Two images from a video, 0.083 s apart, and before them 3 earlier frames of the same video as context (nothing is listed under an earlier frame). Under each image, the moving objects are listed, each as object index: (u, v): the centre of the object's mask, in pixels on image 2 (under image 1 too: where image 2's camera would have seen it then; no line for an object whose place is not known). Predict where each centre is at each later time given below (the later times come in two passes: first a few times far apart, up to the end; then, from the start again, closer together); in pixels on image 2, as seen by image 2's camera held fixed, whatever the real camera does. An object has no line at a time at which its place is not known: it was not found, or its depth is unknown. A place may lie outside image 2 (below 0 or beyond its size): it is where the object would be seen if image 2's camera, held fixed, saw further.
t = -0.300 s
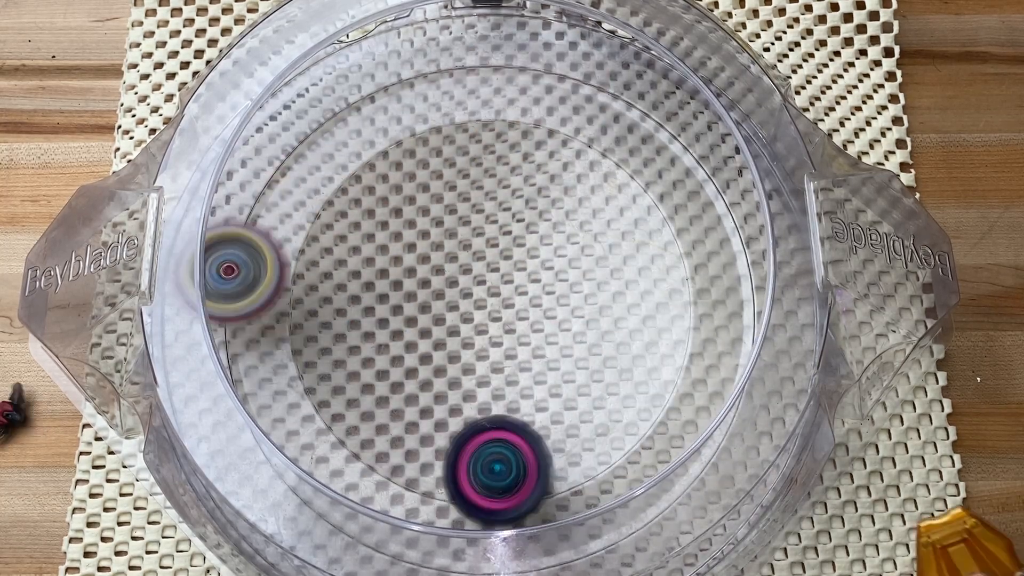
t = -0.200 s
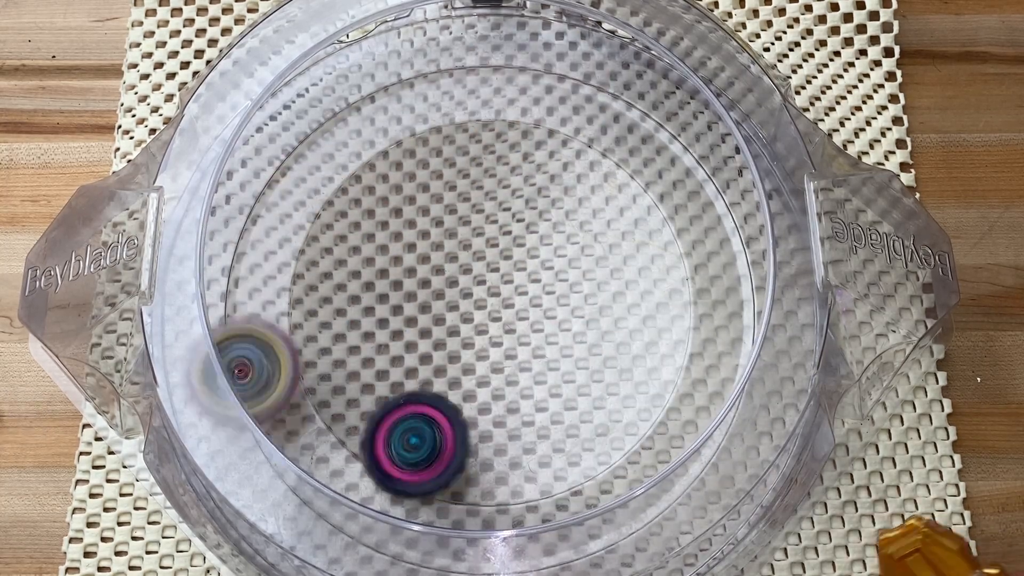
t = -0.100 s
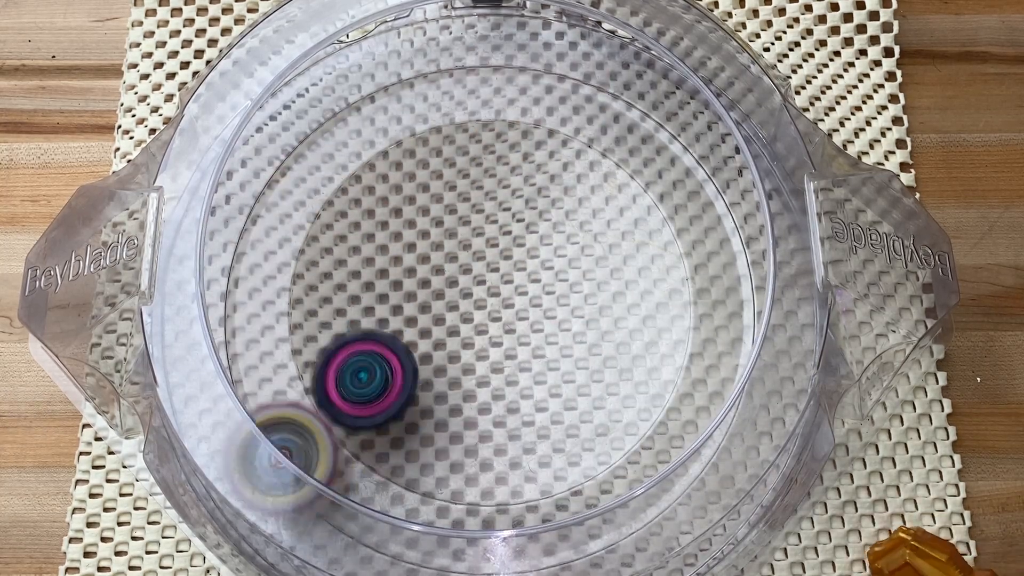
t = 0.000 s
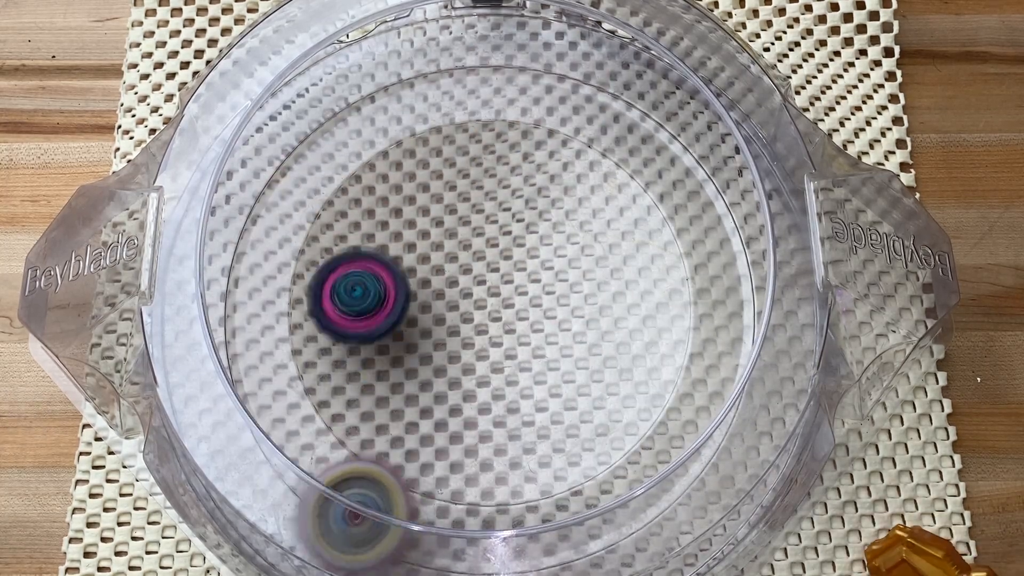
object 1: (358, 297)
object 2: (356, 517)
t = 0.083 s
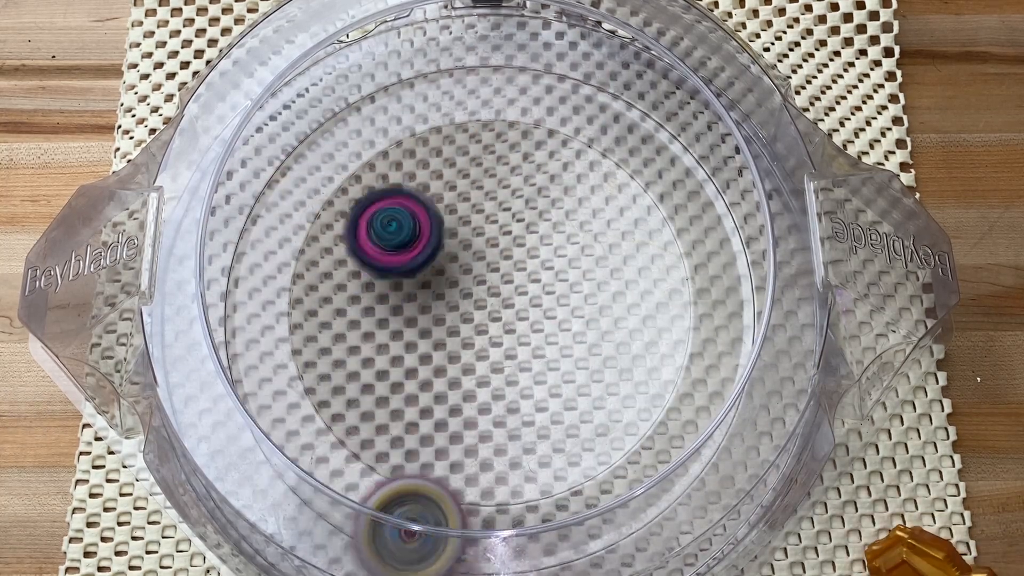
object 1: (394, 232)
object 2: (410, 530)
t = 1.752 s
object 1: (603, 88)
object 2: (260, 347)
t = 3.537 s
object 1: (624, 540)
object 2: (641, 61)
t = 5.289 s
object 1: (249, 294)
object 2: (619, 473)
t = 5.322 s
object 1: (250, 299)
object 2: (611, 470)
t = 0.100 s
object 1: (405, 221)
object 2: (423, 531)
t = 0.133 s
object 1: (429, 203)
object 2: (440, 525)
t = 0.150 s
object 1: (442, 196)
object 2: (448, 523)
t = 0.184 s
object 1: (471, 185)
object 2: (467, 499)
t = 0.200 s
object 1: (486, 182)
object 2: (474, 496)
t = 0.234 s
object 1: (515, 182)
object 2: (490, 490)
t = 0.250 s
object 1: (530, 183)
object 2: (498, 487)
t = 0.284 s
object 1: (556, 191)
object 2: (516, 472)
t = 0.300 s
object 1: (569, 197)
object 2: (525, 457)
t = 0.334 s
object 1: (591, 211)
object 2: (544, 429)
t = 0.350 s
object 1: (601, 220)
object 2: (554, 409)
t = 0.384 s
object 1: (618, 239)
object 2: (571, 370)
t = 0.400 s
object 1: (625, 250)
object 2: (578, 351)
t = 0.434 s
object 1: (652, 242)
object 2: (571, 333)
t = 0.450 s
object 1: (665, 236)
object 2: (565, 328)
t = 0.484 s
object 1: (686, 229)
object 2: (547, 314)
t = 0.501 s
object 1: (695, 228)
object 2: (538, 305)
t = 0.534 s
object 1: (709, 226)
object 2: (516, 287)
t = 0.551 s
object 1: (714, 225)
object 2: (503, 280)
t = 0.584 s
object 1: (719, 222)
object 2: (478, 266)
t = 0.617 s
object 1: (723, 219)
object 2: (453, 255)
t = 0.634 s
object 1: (723, 219)
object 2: (441, 252)
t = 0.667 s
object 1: (721, 220)
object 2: (417, 248)
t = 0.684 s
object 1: (721, 219)
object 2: (407, 248)
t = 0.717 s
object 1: (722, 216)
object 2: (386, 251)
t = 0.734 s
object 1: (722, 216)
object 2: (378, 255)
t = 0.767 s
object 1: (721, 214)
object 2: (364, 264)
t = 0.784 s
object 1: (721, 213)
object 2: (356, 271)
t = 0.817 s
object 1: (720, 212)
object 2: (349, 288)
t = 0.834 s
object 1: (719, 211)
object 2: (346, 298)
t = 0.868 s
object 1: (719, 209)
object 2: (348, 320)
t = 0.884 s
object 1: (719, 208)
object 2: (351, 331)
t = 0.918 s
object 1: (718, 205)
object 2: (364, 356)
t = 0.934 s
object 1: (717, 205)
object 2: (372, 366)
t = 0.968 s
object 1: (715, 203)
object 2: (396, 389)
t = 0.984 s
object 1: (715, 202)
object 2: (411, 398)
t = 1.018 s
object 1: (715, 200)
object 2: (445, 412)
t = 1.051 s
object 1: (715, 197)
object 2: (486, 419)
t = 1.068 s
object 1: (714, 196)
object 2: (506, 420)
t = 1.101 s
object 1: (712, 195)
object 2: (546, 413)
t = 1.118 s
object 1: (711, 194)
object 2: (567, 407)
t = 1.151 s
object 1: (710, 192)
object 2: (600, 387)
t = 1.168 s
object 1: (709, 191)
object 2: (617, 376)
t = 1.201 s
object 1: (707, 188)
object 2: (638, 349)
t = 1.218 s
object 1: (706, 186)
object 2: (649, 334)
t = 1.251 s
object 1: (704, 182)
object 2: (660, 304)
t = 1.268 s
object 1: (703, 180)
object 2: (662, 286)
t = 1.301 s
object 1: (702, 170)
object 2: (659, 262)
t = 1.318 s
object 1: (696, 163)
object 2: (650, 258)
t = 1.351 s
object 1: (677, 157)
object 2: (628, 249)
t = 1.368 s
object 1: (668, 155)
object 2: (614, 247)
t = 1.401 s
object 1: (653, 148)
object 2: (580, 238)
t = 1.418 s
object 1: (647, 145)
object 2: (563, 234)
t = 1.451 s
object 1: (638, 138)
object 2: (522, 228)
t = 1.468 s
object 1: (636, 135)
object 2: (499, 225)
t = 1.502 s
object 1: (632, 129)
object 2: (455, 227)
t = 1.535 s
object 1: (630, 123)
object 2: (410, 230)
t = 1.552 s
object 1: (628, 119)
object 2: (391, 234)
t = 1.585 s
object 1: (625, 112)
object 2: (353, 247)
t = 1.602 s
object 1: (624, 108)
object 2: (334, 255)
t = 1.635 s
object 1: (621, 102)
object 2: (306, 273)
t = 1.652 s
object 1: (619, 99)
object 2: (294, 284)
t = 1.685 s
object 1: (615, 93)
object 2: (276, 304)
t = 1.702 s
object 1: (612, 93)
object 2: (271, 315)
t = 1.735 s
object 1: (606, 90)
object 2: (262, 337)
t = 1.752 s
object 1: (603, 88)
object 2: (260, 347)
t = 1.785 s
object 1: (598, 86)
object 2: (246, 368)
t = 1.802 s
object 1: (595, 85)
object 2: (242, 379)
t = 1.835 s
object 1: (590, 82)
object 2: (239, 398)
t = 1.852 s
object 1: (587, 81)
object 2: (247, 405)
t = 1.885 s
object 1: (581, 79)
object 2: (265, 416)
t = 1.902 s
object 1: (578, 78)
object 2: (274, 425)
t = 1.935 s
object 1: (572, 76)
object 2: (290, 435)
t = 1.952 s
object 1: (568, 75)
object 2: (298, 439)
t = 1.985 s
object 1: (563, 74)
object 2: (310, 450)
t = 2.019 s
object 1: (556, 73)
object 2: (322, 462)
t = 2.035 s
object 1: (552, 72)
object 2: (328, 464)
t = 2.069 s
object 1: (546, 70)
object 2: (338, 473)
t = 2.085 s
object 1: (543, 69)
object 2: (344, 476)
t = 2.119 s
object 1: (537, 68)
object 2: (351, 483)
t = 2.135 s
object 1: (534, 67)
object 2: (353, 486)
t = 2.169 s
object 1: (527, 66)
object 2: (362, 489)
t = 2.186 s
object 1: (523, 65)
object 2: (365, 491)
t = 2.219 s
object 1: (516, 65)
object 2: (372, 495)
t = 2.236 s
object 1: (512, 64)
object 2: (375, 495)
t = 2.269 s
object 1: (505, 64)
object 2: (381, 494)
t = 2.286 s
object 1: (501, 63)
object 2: (384, 493)
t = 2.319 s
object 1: (494, 64)
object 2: (389, 492)
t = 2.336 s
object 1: (491, 64)
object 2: (392, 492)
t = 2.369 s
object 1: (484, 64)
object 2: (399, 481)
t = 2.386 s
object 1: (480, 64)
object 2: (401, 480)
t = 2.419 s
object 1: (474, 64)
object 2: (407, 477)
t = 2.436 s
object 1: (470, 64)
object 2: (410, 476)
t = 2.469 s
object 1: (464, 65)
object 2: (417, 471)
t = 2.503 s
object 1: (458, 66)
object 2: (430, 457)
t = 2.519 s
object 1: (455, 67)
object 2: (439, 447)
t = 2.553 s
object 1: (449, 67)
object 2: (459, 424)
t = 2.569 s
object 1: (446, 68)
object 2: (470, 412)
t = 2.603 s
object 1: (439, 69)
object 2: (494, 387)
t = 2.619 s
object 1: (436, 70)
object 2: (506, 373)
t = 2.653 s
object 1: (430, 72)
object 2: (530, 338)
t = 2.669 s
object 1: (427, 72)
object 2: (539, 319)
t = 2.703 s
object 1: (421, 74)
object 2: (554, 276)
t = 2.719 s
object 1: (418, 75)
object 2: (558, 255)
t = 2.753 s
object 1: (411, 78)
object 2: (562, 216)
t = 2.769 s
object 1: (408, 79)
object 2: (562, 199)
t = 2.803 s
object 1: (401, 83)
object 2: (557, 165)
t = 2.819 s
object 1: (397, 85)
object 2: (553, 152)
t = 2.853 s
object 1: (390, 88)
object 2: (541, 126)
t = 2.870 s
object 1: (386, 89)
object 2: (534, 115)
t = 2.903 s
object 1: (380, 92)
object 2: (518, 98)
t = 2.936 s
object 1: (374, 96)
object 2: (499, 86)
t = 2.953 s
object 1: (371, 97)
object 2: (490, 80)
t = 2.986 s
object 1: (366, 101)
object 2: (472, 68)
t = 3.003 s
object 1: (363, 103)
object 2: (462, 63)
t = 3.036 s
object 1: (357, 106)
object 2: (441, 53)
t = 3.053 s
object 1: (349, 113)
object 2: (438, 49)
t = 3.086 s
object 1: (291, 155)
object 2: (470, 29)
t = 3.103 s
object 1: (270, 181)
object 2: (485, 30)
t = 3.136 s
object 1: (246, 241)
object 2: (511, 30)
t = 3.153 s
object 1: (236, 272)
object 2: (524, 31)
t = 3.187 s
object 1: (232, 334)
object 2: (547, 33)
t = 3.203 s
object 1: (237, 364)
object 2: (559, 34)
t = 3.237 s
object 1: (253, 419)
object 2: (576, 36)
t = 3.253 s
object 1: (265, 445)
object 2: (584, 38)
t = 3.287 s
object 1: (300, 490)
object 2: (597, 41)
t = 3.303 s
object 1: (321, 509)
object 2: (604, 42)
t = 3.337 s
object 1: (365, 534)
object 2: (615, 45)
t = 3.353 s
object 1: (388, 540)
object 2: (620, 47)
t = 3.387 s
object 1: (438, 547)
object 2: (627, 50)
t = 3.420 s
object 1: (486, 550)
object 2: (633, 54)
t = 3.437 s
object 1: (506, 550)
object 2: (635, 55)
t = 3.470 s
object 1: (550, 546)
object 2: (637, 57)
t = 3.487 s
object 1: (573, 552)
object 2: (638, 58)
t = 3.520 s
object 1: (608, 544)
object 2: (640, 60)
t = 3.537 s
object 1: (624, 540)
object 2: (641, 61)
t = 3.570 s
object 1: (652, 529)
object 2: (643, 62)
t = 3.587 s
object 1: (660, 512)
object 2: (643, 62)
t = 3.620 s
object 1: (680, 491)
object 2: (643, 63)
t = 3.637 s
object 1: (689, 481)
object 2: (643, 63)
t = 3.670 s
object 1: (705, 461)
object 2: (643, 63)
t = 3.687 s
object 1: (710, 451)
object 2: (643, 64)
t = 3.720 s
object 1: (717, 431)
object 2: (642, 66)
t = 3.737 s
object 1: (720, 423)
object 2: (641, 67)
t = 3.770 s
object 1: (721, 405)
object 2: (638, 70)
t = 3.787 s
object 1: (718, 396)
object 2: (637, 71)
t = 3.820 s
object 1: (710, 380)
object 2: (631, 77)
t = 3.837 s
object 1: (700, 371)
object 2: (630, 78)
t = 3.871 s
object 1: (693, 365)
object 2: (627, 80)
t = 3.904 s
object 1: (678, 360)
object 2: (619, 87)
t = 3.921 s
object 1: (666, 358)
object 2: (615, 91)
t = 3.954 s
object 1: (639, 355)
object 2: (606, 101)
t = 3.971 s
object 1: (623, 353)
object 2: (603, 105)
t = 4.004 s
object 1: (587, 351)
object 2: (596, 114)
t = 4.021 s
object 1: (567, 352)
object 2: (593, 118)
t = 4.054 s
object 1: (523, 351)
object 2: (586, 130)
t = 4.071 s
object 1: (499, 351)
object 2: (581, 138)
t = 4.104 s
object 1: (451, 344)
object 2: (566, 154)
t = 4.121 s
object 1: (428, 338)
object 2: (556, 164)
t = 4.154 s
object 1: (386, 319)
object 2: (535, 186)
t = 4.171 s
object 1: (369, 307)
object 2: (523, 198)
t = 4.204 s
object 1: (338, 283)
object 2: (496, 225)
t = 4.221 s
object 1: (326, 272)
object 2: (482, 239)
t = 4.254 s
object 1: (309, 250)
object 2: (456, 272)
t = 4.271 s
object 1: (303, 240)
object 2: (444, 289)
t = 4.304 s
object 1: (296, 222)
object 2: (425, 322)
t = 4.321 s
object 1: (294, 214)
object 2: (419, 339)
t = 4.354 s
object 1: (285, 204)
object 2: (410, 372)
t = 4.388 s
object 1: (276, 199)
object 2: (409, 403)
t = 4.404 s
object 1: (269, 197)
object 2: (409, 418)
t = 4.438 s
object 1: (262, 198)
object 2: (417, 444)
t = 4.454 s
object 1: (265, 201)
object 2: (431, 467)
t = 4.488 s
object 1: (265, 203)
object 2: (452, 481)
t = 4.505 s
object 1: (265, 205)
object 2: (462, 485)
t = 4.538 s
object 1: (260, 208)
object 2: (485, 490)
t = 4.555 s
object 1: (258, 209)
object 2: (498, 491)
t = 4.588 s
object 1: (258, 213)
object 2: (520, 494)
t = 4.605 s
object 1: (258, 214)
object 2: (534, 510)
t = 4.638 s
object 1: (256, 218)
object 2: (554, 522)
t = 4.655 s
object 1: (254, 219)
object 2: (564, 528)
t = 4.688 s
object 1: (254, 222)
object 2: (579, 535)
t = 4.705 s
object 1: (253, 224)
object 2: (585, 537)
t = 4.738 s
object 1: (252, 227)
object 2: (597, 534)
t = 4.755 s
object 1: (252, 230)
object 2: (601, 529)
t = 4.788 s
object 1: (250, 233)
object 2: (613, 518)
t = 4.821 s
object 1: (250, 237)
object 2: (624, 503)
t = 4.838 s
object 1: (249, 239)
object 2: (628, 499)
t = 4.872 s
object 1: (249, 242)
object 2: (633, 490)
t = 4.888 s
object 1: (248, 244)
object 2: (636, 490)
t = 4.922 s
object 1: (247, 247)
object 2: (642, 485)
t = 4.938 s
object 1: (247, 249)
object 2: (644, 482)
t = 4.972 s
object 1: (246, 252)
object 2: (644, 479)
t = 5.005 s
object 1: (246, 254)
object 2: (644, 480)
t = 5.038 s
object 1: (246, 258)
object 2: (645, 481)
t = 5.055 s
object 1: (246, 259)
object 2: (646, 481)
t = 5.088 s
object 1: (245, 263)
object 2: (644, 479)
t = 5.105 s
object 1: (245, 265)
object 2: (641, 479)
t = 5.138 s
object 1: (245, 270)
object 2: (638, 481)
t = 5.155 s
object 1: (246, 273)
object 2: (637, 481)
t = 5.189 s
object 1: (246, 278)
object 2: (634, 477)
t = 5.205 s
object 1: (246, 281)
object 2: (632, 476)
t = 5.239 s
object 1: (247, 286)
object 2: (625, 476)
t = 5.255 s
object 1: (247, 289)
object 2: (624, 476)
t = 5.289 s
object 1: (249, 294)
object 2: (619, 473)
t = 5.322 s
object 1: (250, 299)
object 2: (611, 470)
